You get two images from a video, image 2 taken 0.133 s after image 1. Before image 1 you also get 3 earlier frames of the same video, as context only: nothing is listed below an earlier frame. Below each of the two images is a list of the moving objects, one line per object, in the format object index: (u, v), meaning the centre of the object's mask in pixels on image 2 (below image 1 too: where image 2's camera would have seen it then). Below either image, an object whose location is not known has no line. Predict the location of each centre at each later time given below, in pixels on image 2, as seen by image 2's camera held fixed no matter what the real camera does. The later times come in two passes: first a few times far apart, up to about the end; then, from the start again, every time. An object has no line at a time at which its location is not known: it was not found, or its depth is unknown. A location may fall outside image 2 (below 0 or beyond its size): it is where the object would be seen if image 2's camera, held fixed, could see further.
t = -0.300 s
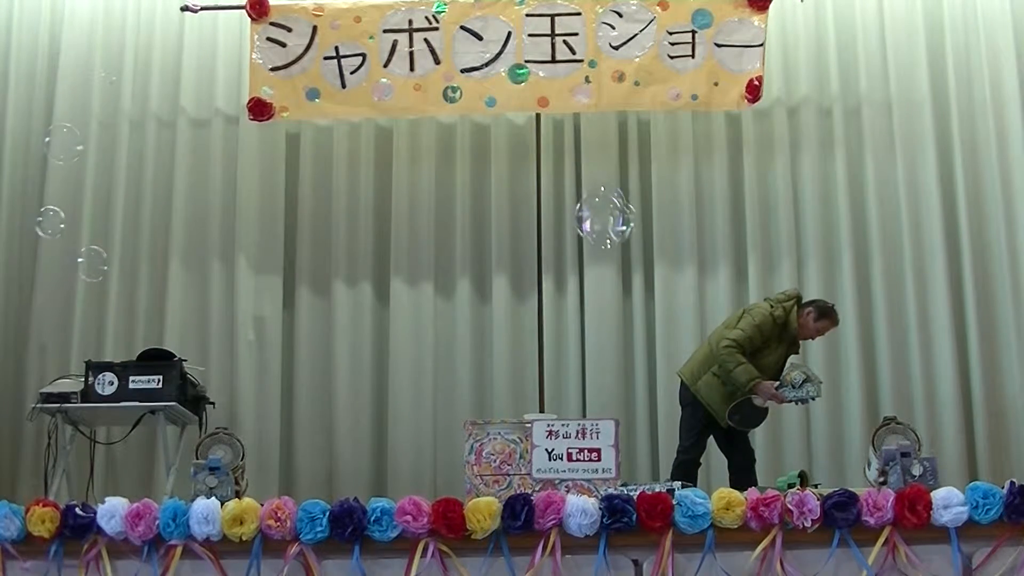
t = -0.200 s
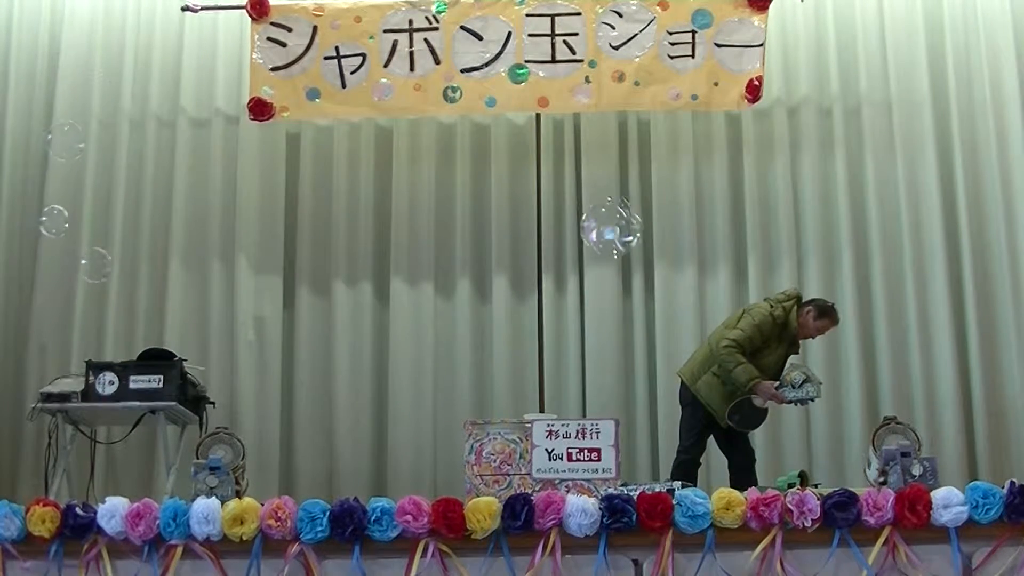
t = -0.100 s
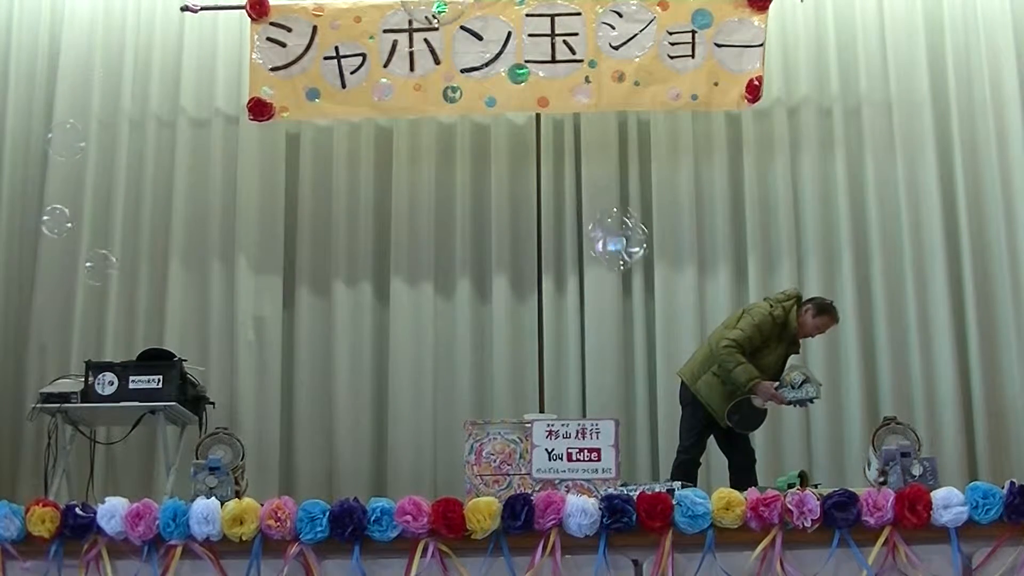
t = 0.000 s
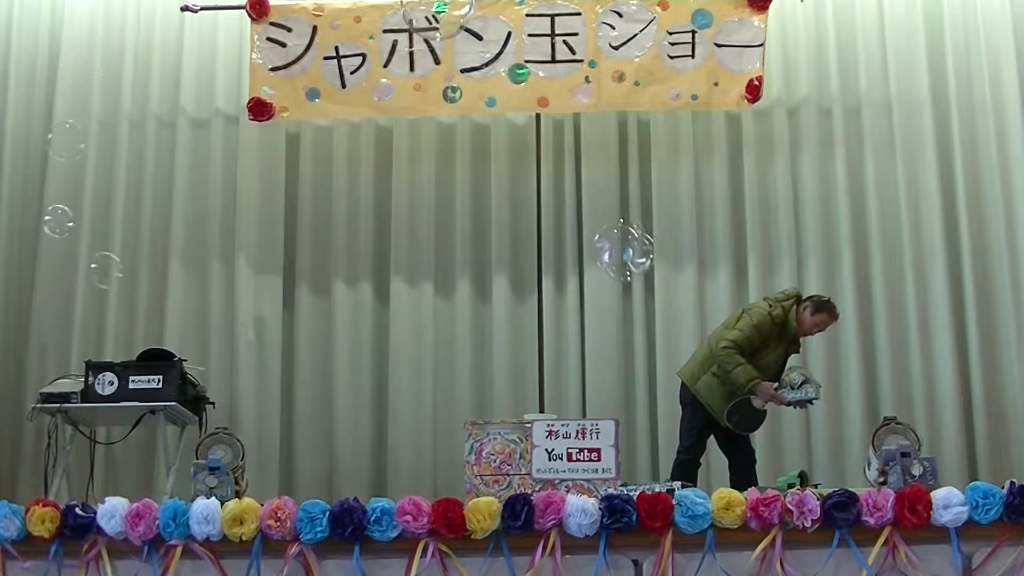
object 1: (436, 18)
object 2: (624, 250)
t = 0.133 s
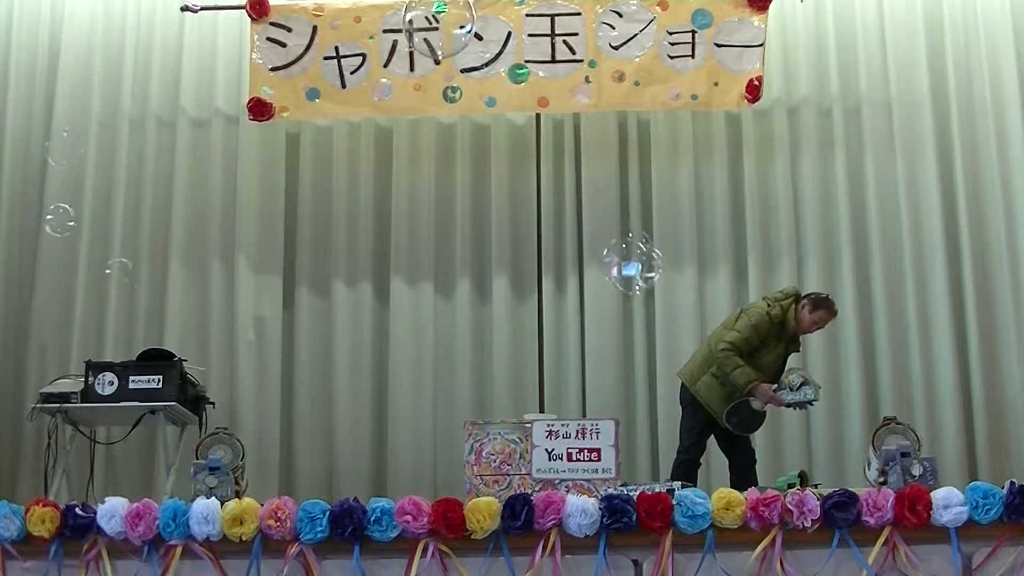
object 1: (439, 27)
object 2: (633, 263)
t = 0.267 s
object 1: (440, 41)
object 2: (641, 278)
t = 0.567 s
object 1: (440, 81)
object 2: (663, 312)
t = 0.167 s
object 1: (439, 30)
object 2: (635, 266)
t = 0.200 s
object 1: (439, 33)
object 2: (637, 271)
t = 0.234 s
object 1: (439, 36)
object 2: (639, 273)
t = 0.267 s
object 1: (440, 41)
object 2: (641, 278)
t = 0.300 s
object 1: (440, 45)
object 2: (643, 282)
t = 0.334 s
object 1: (440, 50)
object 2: (646, 285)
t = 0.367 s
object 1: (441, 56)
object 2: (649, 289)
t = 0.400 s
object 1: (441, 60)
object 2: (651, 293)
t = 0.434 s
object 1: (440, 64)
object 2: (653, 296)
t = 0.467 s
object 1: (440, 68)
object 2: (656, 299)
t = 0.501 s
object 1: (440, 72)
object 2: (658, 304)
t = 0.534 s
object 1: (440, 76)
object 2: (660, 308)
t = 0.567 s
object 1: (440, 81)
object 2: (663, 312)
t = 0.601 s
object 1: (440, 85)
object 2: (665, 315)
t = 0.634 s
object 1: (440, 90)
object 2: (666, 319)
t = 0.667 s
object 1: (440, 94)
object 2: (669, 323)
